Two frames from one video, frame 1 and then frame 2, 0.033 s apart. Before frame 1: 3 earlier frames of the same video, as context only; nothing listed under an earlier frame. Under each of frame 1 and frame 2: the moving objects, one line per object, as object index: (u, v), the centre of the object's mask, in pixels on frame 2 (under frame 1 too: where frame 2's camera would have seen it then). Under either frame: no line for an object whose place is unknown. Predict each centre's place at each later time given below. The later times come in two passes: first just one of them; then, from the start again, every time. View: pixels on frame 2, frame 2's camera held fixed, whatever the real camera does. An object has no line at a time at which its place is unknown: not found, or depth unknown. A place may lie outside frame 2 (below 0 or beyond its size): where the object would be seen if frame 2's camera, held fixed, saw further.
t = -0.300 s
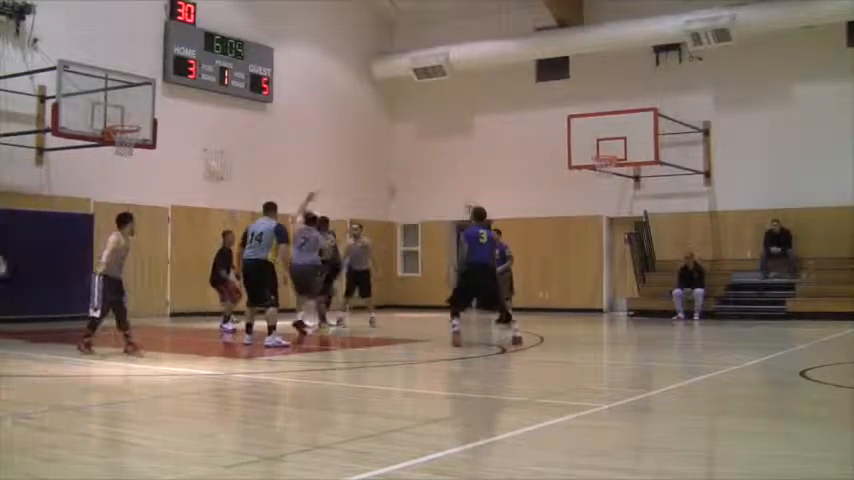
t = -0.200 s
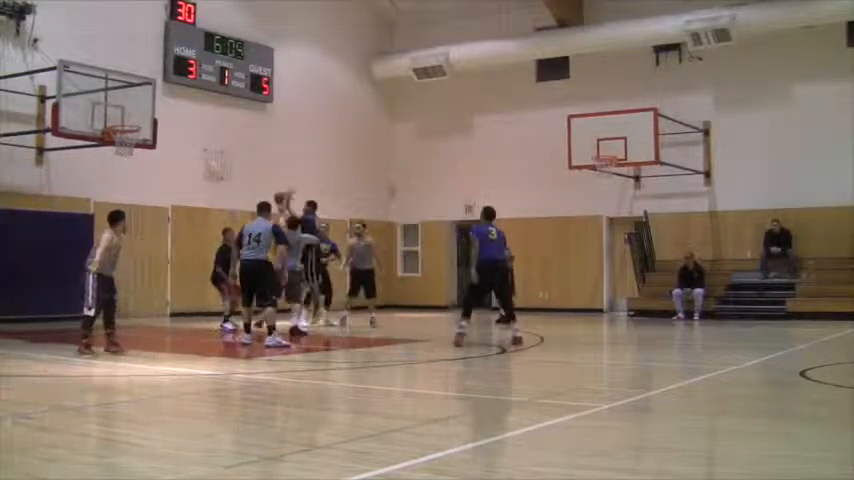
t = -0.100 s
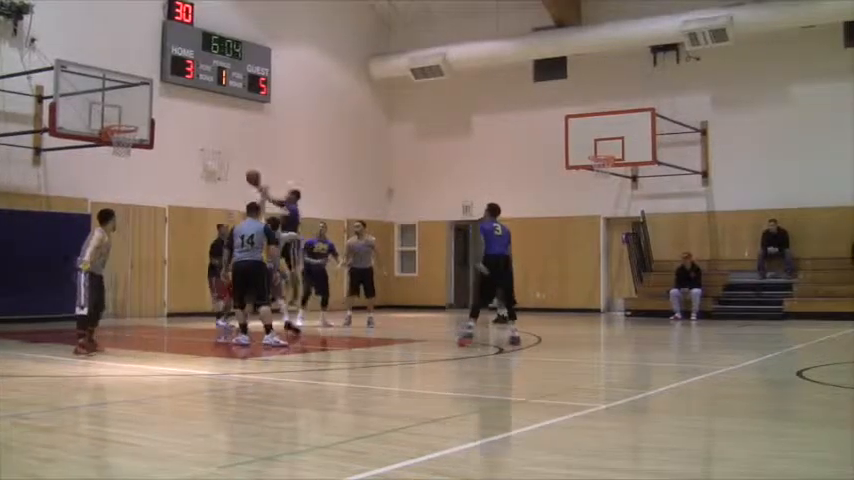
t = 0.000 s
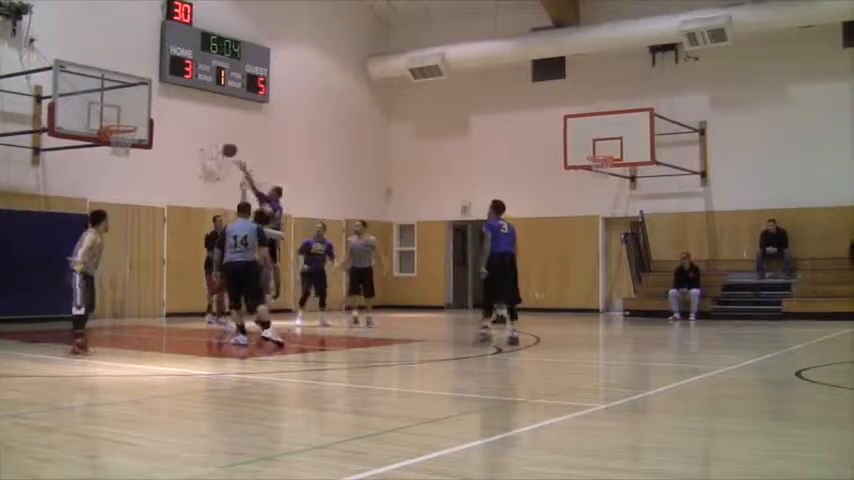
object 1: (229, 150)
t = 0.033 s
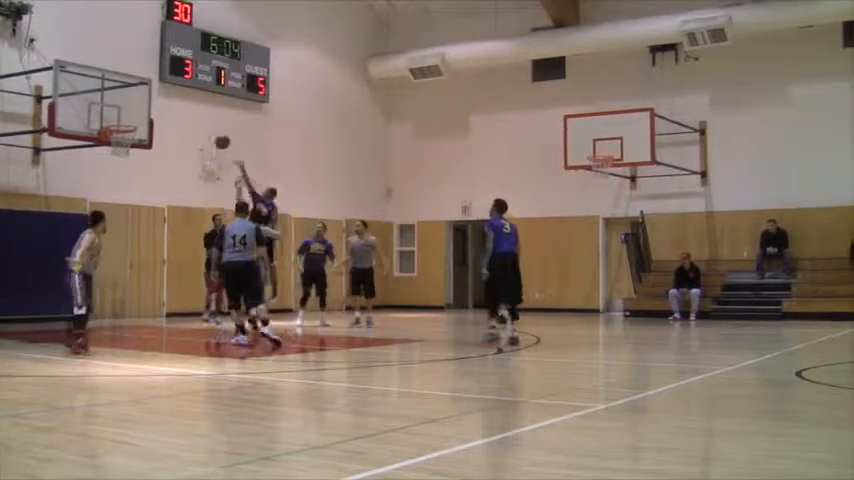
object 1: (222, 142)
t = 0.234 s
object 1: (177, 108)
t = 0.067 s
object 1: (215, 135)
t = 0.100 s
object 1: (207, 128)
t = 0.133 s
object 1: (200, 122)
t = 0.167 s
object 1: (192, 116)
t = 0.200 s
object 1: (185, 112)
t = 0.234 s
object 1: (177, 108)
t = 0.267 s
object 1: (170, 104)
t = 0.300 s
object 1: (162, 102)
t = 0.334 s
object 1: (155, 100)
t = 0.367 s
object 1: (147, 99)
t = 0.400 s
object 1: (140, 98)
